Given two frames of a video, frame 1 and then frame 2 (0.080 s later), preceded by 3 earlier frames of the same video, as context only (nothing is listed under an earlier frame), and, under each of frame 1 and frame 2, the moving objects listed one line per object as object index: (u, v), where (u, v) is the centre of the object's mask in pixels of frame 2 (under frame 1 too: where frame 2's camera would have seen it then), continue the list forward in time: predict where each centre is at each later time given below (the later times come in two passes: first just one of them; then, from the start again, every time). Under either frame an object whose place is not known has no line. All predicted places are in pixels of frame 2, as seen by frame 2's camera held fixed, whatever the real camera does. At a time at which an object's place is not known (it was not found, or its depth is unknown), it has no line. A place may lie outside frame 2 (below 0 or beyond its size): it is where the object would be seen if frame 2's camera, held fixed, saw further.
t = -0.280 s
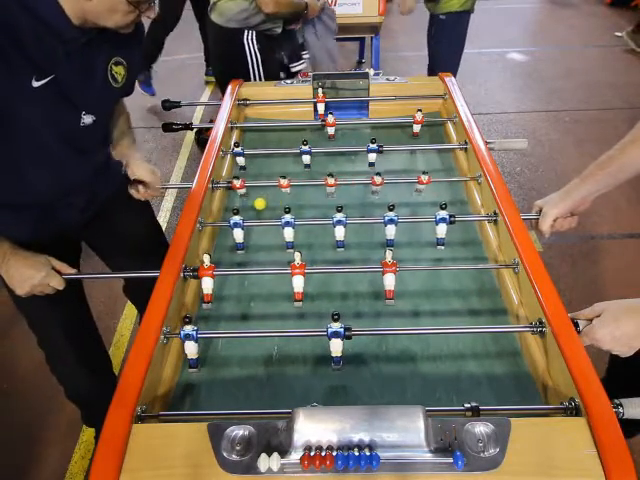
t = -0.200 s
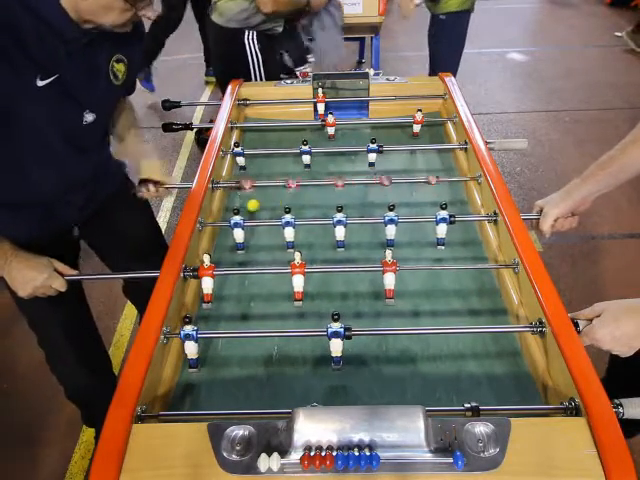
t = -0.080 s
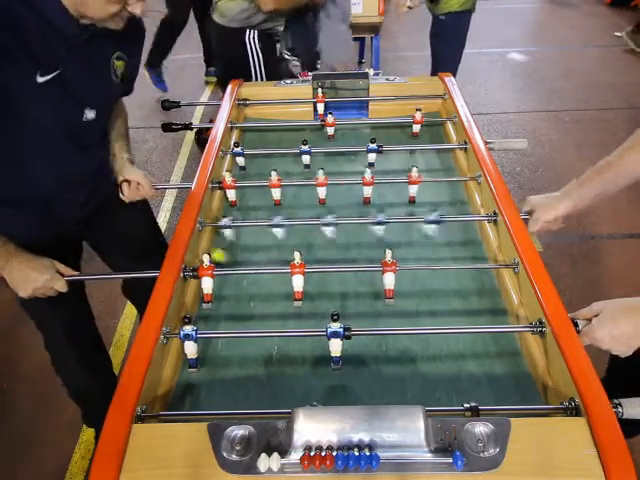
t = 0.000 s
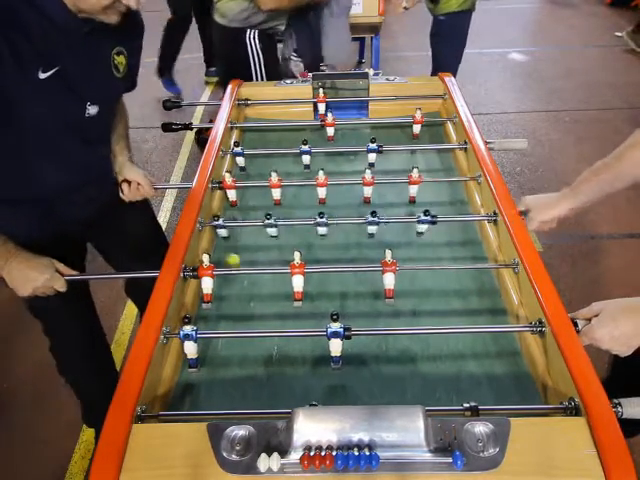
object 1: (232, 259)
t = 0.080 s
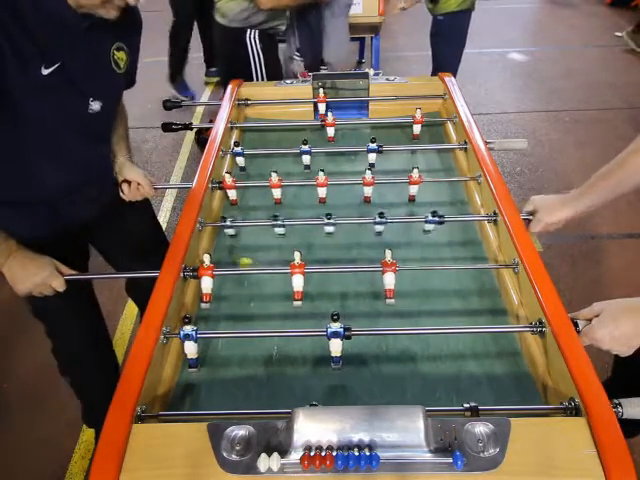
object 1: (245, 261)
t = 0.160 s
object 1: (254, 264)
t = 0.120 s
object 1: (250, 262)
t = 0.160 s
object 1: (254, 264)
